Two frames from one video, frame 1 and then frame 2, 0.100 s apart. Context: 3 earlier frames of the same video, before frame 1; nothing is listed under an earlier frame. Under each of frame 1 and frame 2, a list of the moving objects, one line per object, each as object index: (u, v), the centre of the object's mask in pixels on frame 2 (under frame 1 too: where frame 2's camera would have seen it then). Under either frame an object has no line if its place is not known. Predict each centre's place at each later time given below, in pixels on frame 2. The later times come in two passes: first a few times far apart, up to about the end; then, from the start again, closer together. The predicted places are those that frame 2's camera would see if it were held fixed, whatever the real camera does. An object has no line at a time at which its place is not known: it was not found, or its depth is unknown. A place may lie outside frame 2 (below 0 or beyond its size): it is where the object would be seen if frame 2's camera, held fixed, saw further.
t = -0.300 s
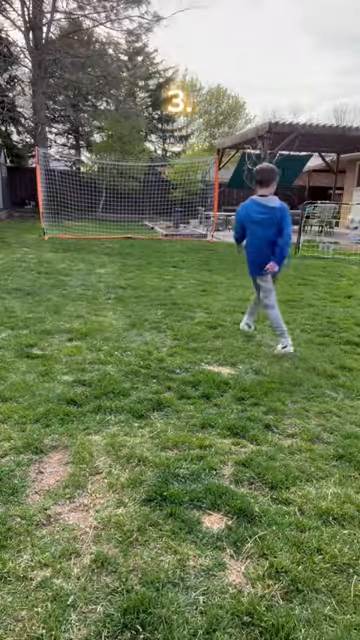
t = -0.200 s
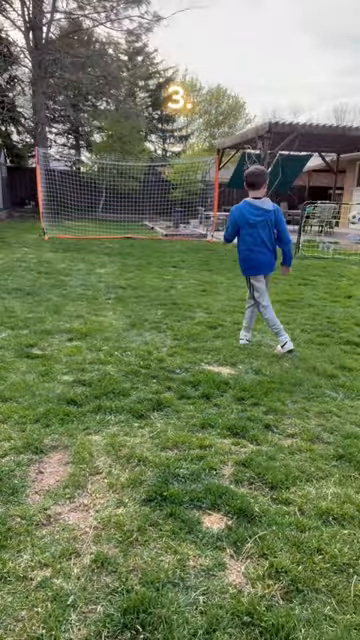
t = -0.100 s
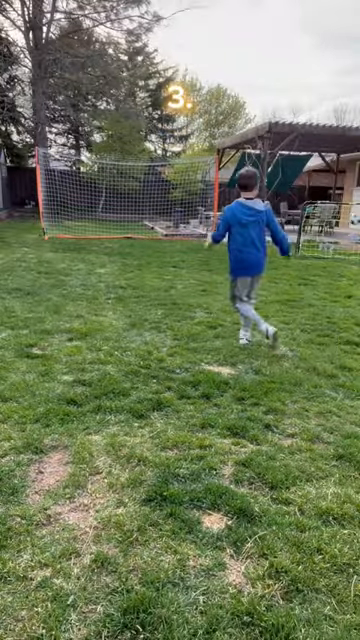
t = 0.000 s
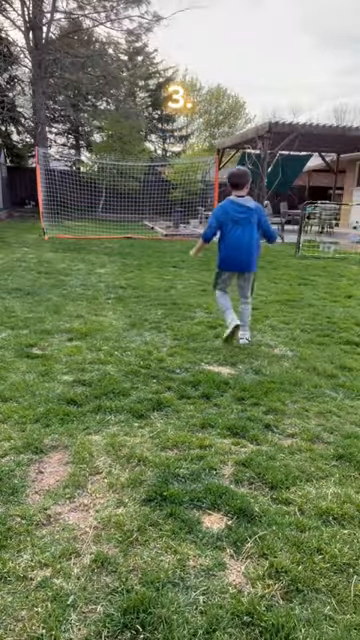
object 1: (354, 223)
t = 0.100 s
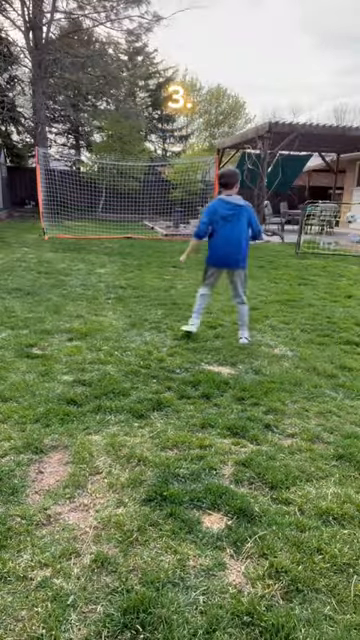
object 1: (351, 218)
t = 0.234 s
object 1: (344, 214)
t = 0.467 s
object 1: (323, 236)
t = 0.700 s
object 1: (300, 279)
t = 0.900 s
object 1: (296, 267)
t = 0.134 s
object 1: (349, 215)
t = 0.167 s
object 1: (347, 214)
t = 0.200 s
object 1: (346, 214)
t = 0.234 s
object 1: (344, 214)
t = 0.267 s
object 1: (341, 215)
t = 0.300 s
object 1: (339, 216)
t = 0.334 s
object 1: (336, 219)
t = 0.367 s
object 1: (333, 222)
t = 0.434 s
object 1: (327, 231)
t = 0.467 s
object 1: (323, 236)
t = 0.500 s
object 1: (320, 243)
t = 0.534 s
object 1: (316, 252)
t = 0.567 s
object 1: (312, 261)
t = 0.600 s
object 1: (307, 272)
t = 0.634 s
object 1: (303, 284)
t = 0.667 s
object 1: (301, 284)
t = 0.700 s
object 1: (300, 279)
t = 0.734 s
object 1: (300, 275)
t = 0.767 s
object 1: (299, 273)
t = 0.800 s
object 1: (298, 269)
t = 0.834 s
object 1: (298, 267)
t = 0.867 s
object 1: (296, 267)
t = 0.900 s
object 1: (296, 267)
